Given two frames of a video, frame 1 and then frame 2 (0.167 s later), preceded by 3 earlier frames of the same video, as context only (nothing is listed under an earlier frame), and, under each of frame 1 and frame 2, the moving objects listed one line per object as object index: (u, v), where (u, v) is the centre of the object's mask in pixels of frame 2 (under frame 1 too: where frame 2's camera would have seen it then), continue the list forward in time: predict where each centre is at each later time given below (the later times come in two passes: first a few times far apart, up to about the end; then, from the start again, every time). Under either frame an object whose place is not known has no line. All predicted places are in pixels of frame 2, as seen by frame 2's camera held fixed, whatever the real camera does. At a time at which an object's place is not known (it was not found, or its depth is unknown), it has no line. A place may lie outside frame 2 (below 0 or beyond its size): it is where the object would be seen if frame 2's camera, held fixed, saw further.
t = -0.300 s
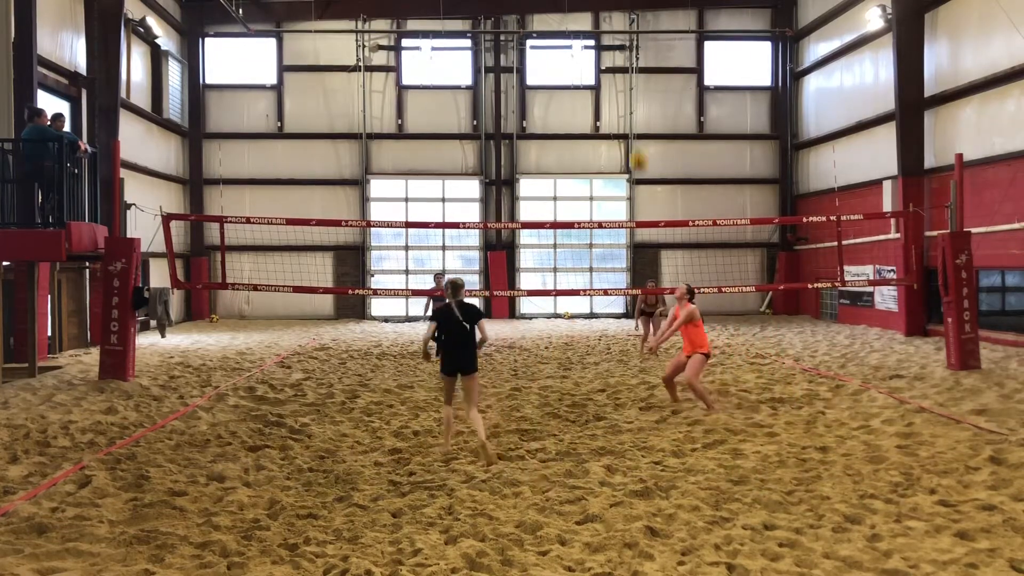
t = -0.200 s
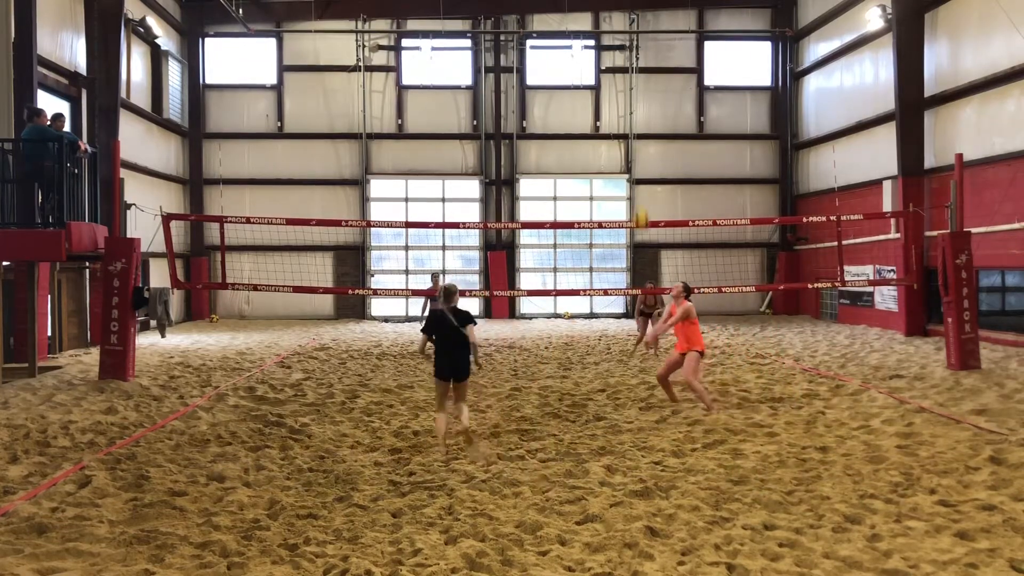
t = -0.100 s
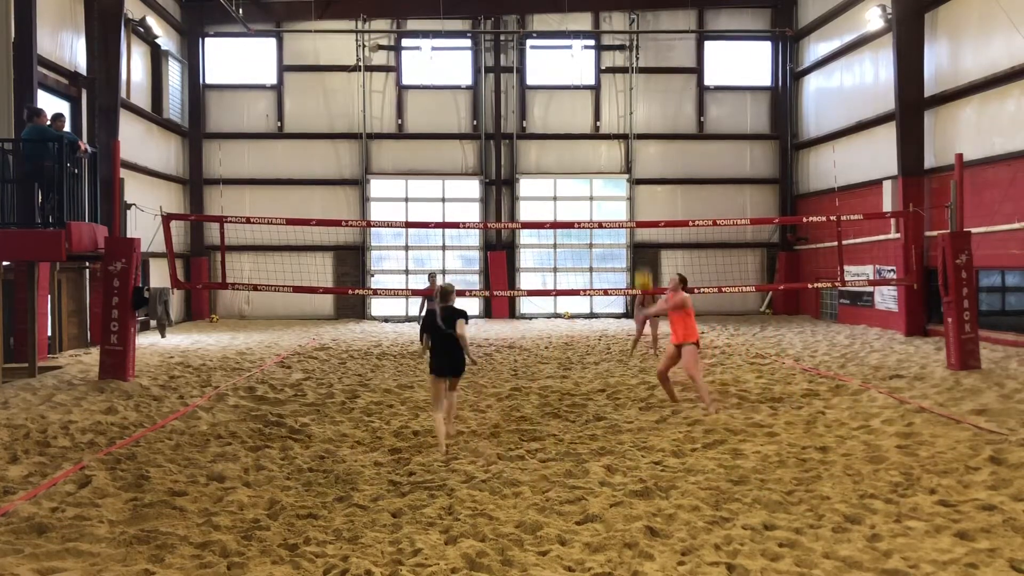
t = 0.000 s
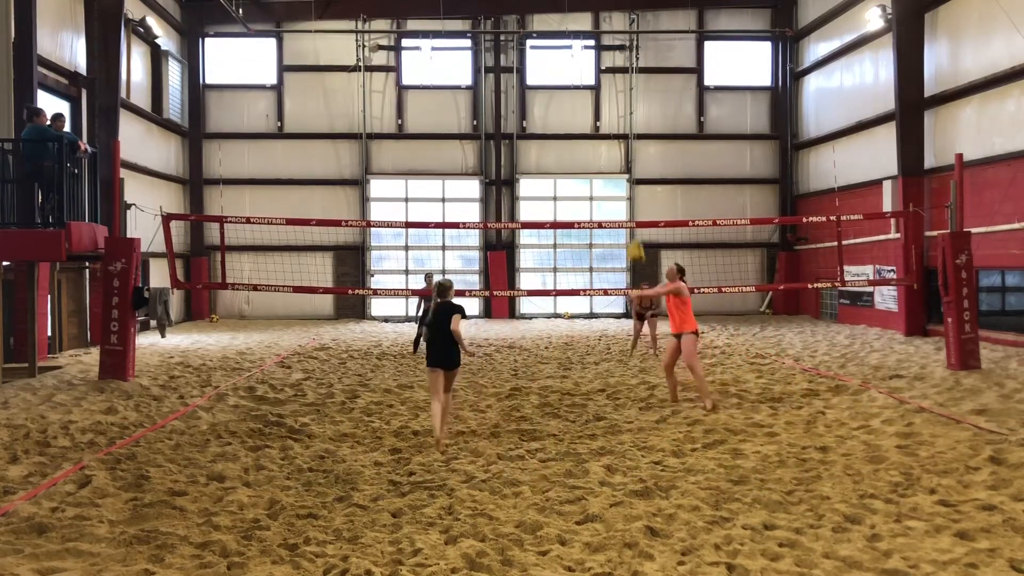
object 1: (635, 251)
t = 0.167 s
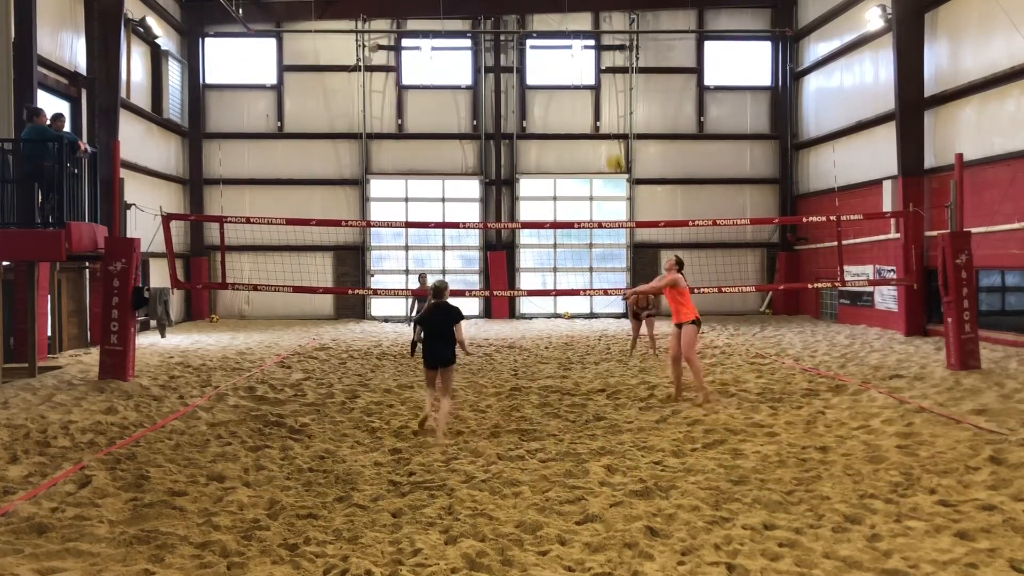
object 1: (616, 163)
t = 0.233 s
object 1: (607, 133)
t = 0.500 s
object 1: (575, 57)
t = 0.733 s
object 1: (547, 41)
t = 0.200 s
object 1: (612, 146)
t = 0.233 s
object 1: (607, 133)
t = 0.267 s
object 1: (603, 119)
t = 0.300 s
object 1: (599, 109)
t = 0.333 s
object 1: (595, 96)
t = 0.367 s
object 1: (592, 88)
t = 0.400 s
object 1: (588, 79)
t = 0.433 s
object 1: (583, 70)
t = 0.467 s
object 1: (579, 63)
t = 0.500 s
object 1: (575, 57)
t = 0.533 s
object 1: (571, 52)
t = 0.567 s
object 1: (567, 48)
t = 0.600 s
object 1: (563, 44)
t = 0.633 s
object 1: (559, 42)
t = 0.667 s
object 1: (555, 41)
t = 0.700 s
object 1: (551, 40)
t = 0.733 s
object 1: (547, 41)
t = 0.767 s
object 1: (543, 43)
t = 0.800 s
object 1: (539, 45)
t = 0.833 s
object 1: (535, 50)
